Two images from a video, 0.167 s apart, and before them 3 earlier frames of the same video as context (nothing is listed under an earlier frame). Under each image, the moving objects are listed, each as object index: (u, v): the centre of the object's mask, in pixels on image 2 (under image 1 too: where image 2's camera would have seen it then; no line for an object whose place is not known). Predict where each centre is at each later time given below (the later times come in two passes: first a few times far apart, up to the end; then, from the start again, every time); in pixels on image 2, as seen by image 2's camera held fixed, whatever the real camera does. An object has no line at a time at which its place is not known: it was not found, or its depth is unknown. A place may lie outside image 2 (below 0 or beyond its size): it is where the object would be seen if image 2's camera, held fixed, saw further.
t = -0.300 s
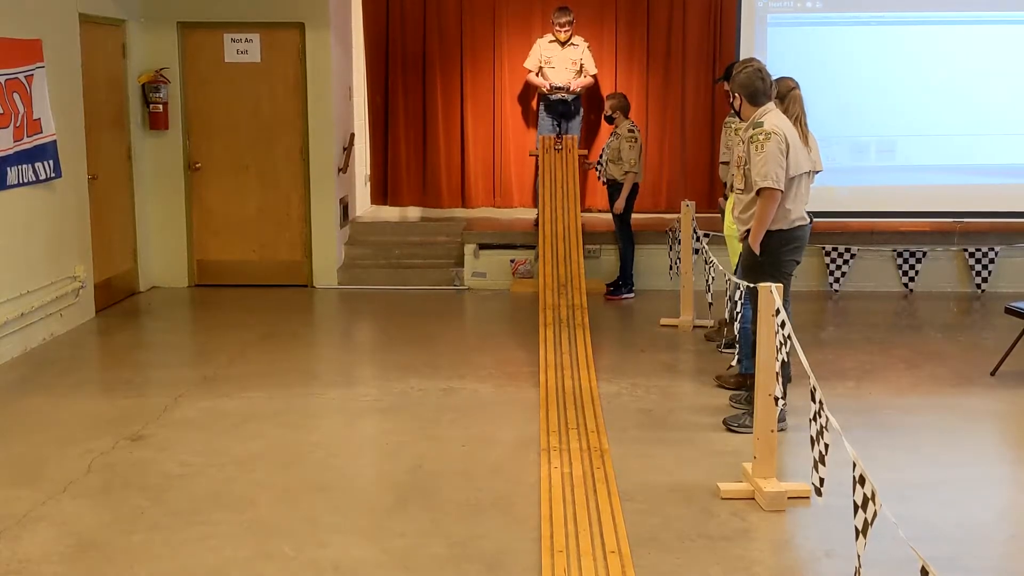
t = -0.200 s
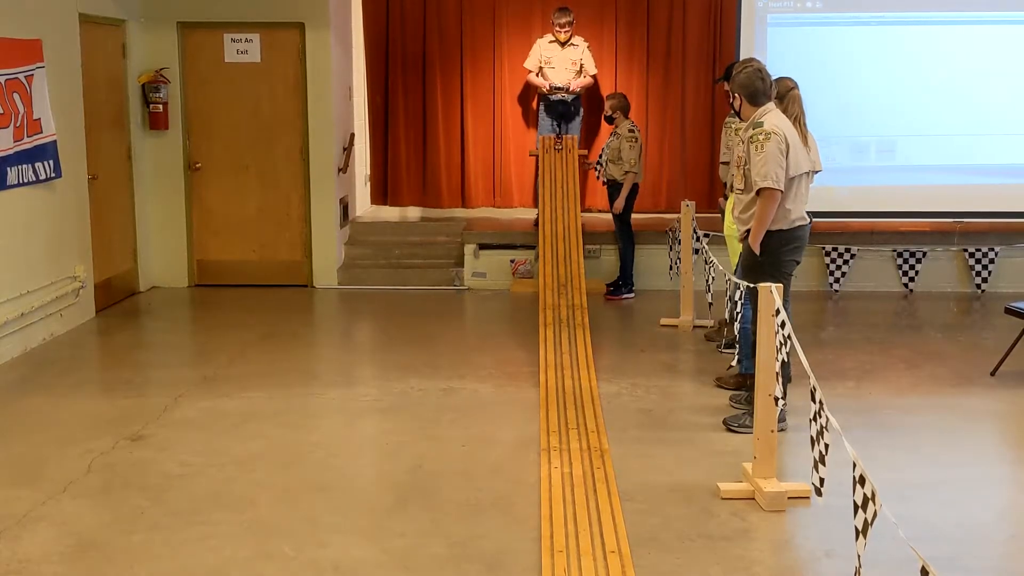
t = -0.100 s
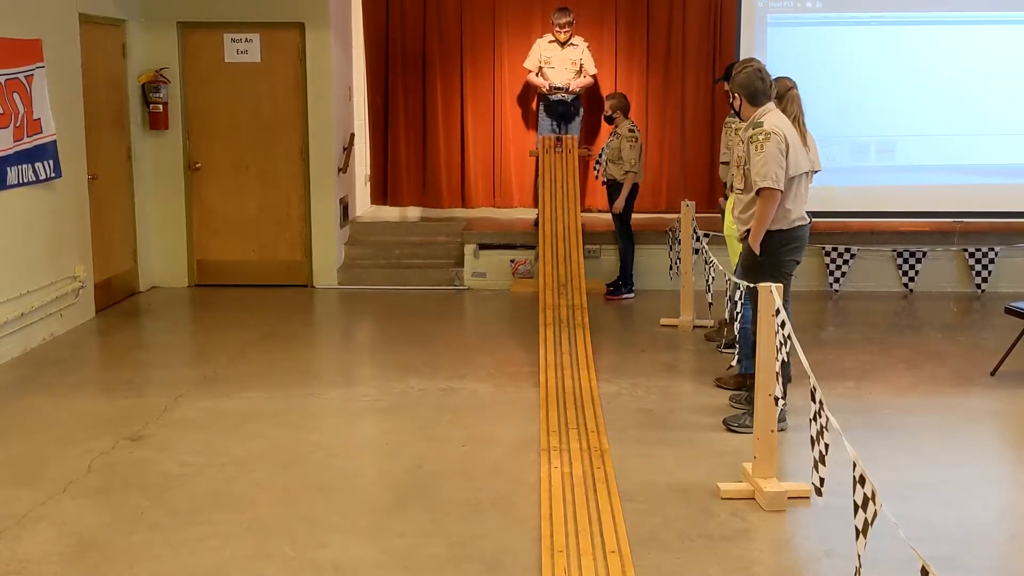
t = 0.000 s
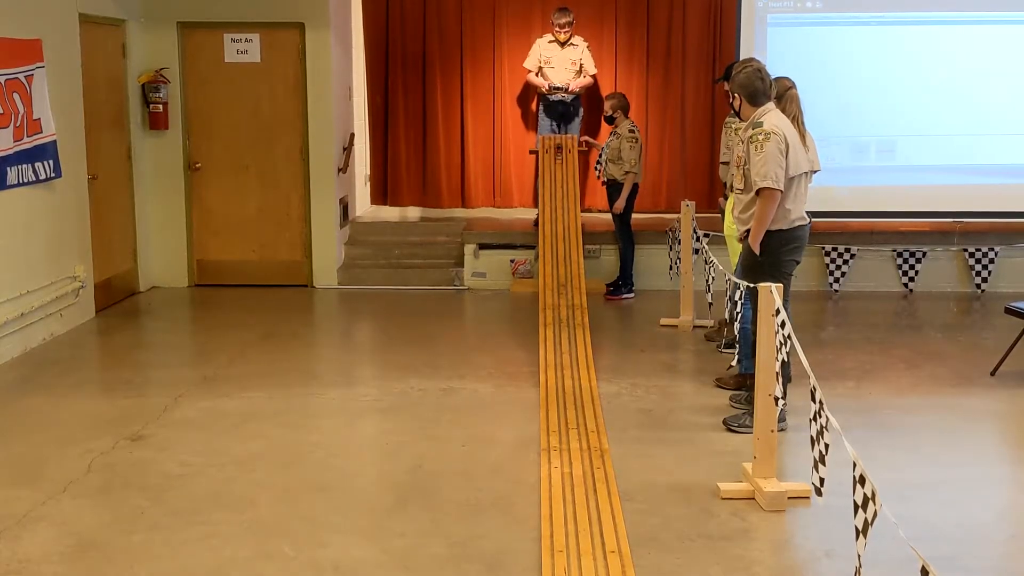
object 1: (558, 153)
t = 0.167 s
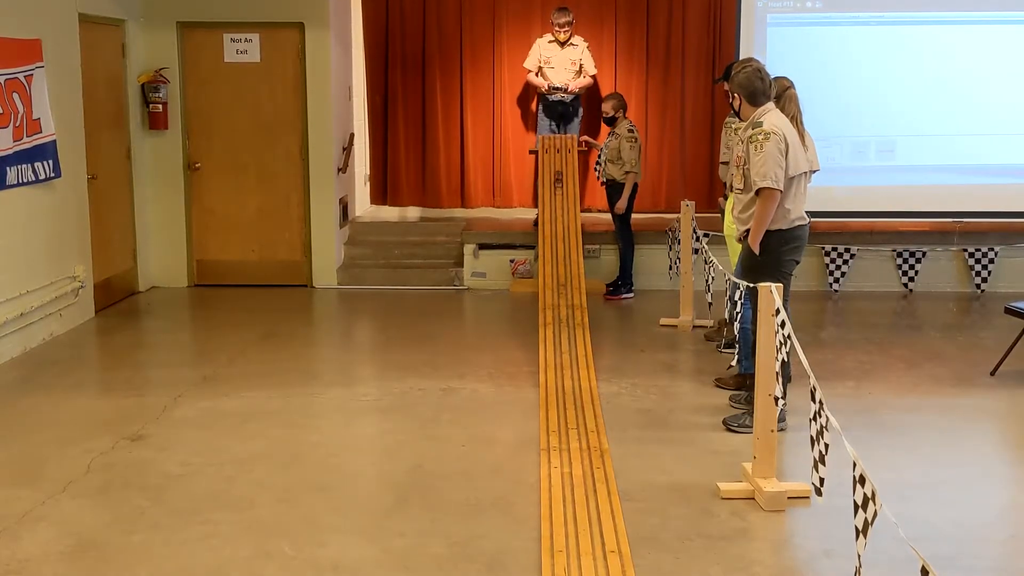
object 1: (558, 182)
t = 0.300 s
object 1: (559, 217)
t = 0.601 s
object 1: (565, 324)
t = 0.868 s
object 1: (574, 427)
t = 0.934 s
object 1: (577, 458)
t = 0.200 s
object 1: (558, 188)
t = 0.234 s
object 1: (559, 199)
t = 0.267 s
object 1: (559, 208)
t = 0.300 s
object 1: (559, 217)
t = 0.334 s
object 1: (560, 228)
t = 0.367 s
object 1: (560, 239)
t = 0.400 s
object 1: (561, 251)
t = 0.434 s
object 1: (562, 267)
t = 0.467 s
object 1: (562, 277)
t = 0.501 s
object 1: (563, 288)
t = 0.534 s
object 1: (564, 297)
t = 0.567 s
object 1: (564, 313)
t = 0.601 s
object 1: (565, 324)
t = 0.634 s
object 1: (566, 339)
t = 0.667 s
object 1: (567, 352)
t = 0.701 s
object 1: (567, 365)
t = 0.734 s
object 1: (569, 377)
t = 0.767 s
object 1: (571, 389)
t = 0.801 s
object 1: (571, 402)
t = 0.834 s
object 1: (572, 414)
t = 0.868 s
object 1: (574, 427)
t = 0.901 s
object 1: (576, 442)
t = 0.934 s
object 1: (577, 458)
